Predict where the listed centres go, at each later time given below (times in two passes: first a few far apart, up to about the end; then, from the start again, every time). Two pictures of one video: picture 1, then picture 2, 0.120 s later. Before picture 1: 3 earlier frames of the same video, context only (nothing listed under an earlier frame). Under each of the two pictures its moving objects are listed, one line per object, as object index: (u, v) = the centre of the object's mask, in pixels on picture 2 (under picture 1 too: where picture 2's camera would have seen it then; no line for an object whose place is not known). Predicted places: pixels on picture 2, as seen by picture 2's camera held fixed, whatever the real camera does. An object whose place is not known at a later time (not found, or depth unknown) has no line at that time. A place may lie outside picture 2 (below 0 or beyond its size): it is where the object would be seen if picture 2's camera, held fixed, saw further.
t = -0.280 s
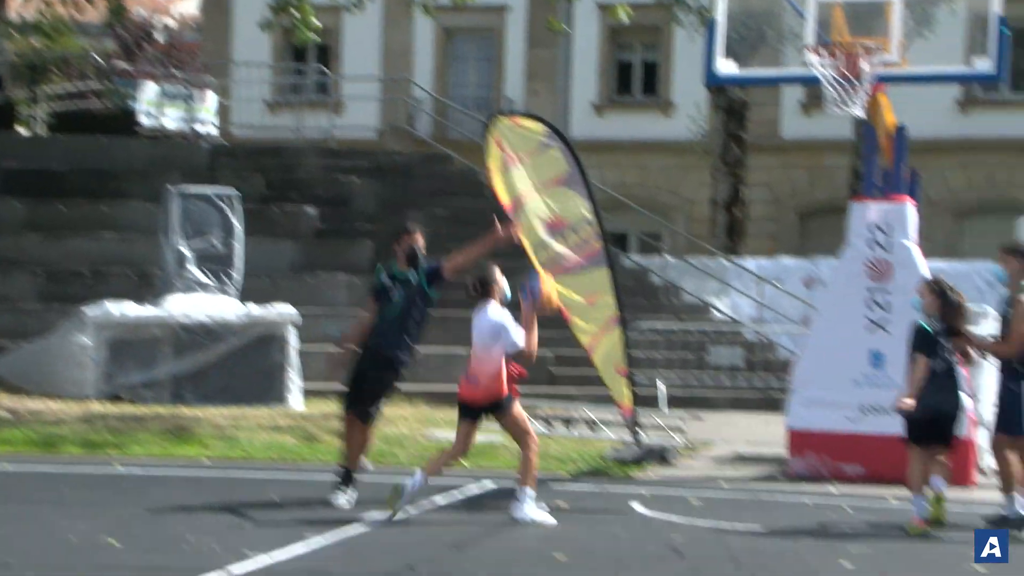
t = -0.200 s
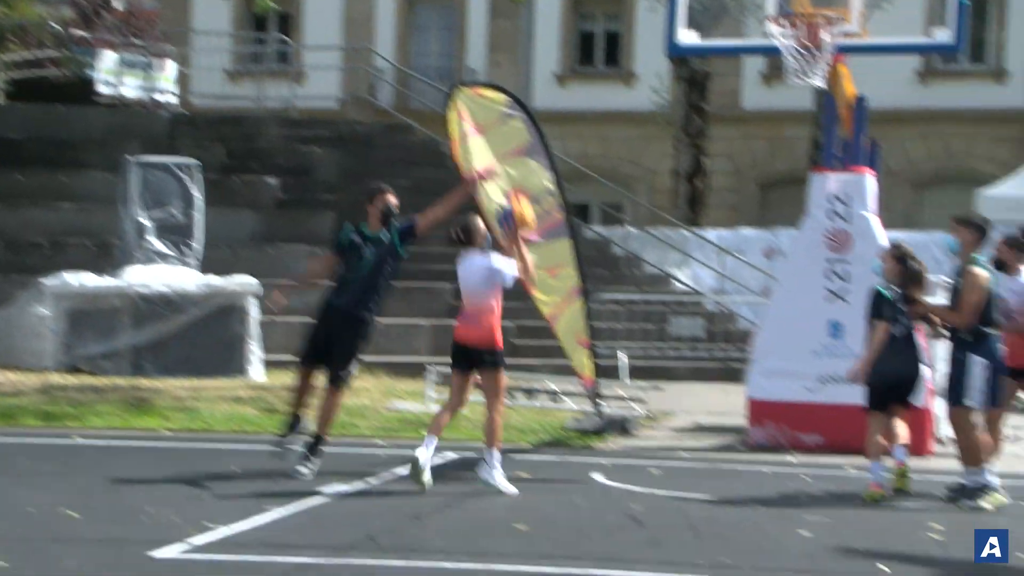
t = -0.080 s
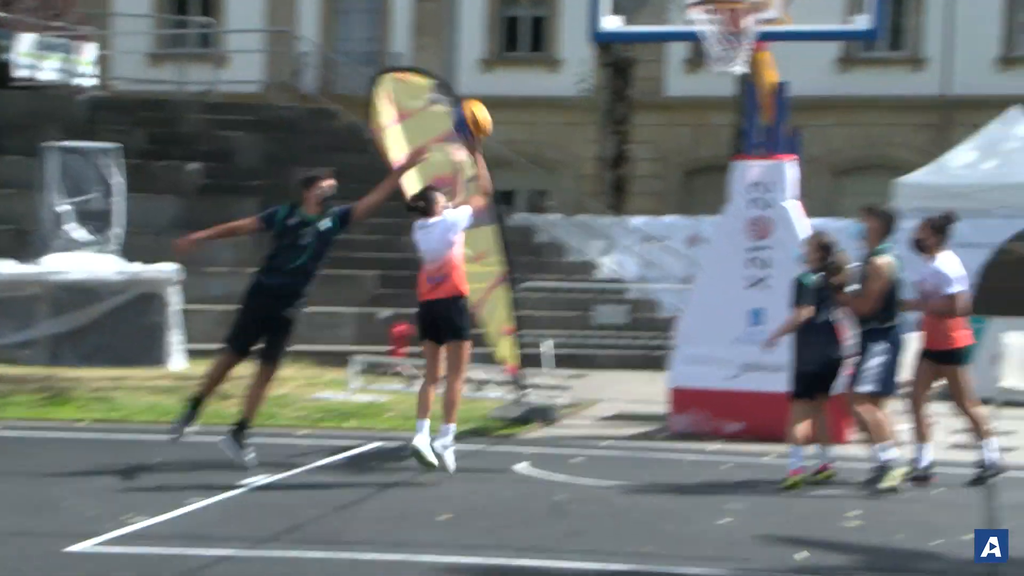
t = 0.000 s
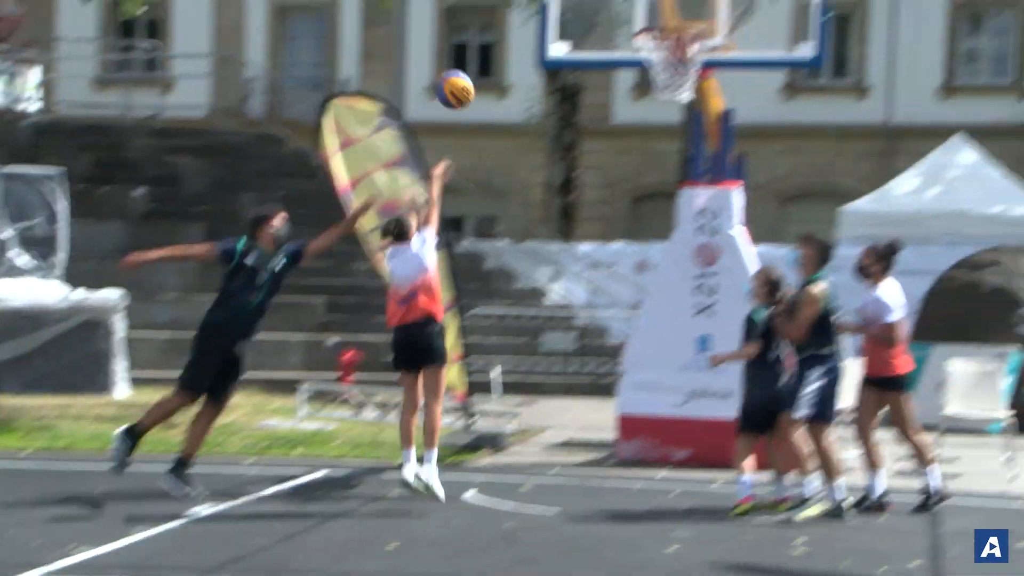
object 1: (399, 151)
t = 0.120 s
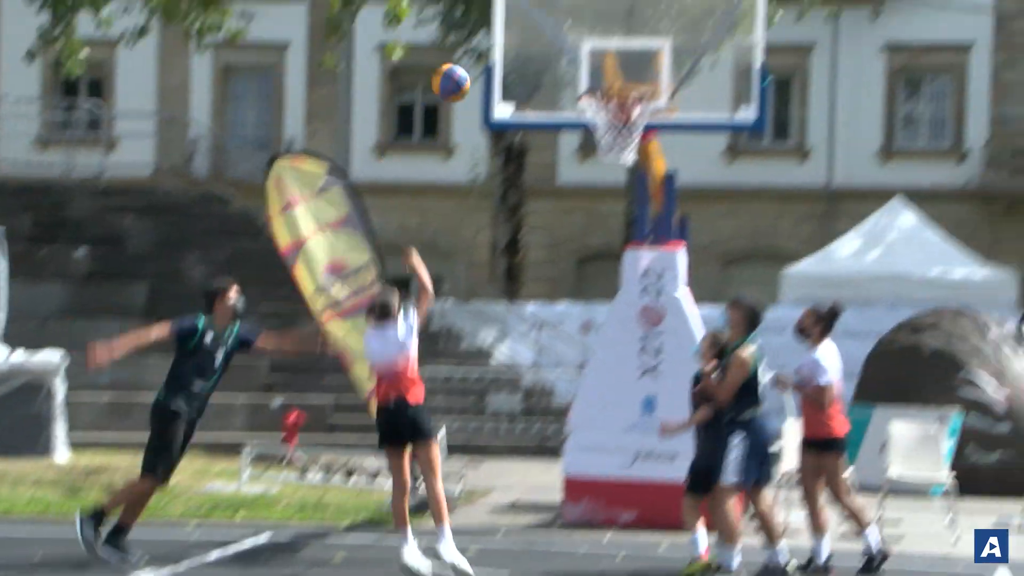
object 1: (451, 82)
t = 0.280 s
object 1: (516, 31)
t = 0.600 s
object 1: (629, 50)
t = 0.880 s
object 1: (698, 89)
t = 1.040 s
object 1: (723, 125)
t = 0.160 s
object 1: (467, 66)
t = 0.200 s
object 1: (483, 51)
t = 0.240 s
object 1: (499, 40)
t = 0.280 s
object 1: (516, 31)
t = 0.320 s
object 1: (531, 25)
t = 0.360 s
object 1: (546, 21)
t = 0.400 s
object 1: (561, 20)
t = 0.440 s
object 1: (575, 22)
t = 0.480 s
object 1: (589, 26)
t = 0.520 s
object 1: (603, 32)
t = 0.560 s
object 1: (616, 40)
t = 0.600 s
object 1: (629, 50)
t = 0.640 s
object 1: (642, 67)
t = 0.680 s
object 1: (655, 78)
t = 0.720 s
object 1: (665, 83)
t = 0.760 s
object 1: (676, 83)
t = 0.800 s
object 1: (685, 86)
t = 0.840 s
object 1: (691, 87)
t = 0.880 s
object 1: (698, 89)
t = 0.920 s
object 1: (704, 95)
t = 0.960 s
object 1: (710, 103)
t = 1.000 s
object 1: (716, 112)
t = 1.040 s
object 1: (723, 125)
